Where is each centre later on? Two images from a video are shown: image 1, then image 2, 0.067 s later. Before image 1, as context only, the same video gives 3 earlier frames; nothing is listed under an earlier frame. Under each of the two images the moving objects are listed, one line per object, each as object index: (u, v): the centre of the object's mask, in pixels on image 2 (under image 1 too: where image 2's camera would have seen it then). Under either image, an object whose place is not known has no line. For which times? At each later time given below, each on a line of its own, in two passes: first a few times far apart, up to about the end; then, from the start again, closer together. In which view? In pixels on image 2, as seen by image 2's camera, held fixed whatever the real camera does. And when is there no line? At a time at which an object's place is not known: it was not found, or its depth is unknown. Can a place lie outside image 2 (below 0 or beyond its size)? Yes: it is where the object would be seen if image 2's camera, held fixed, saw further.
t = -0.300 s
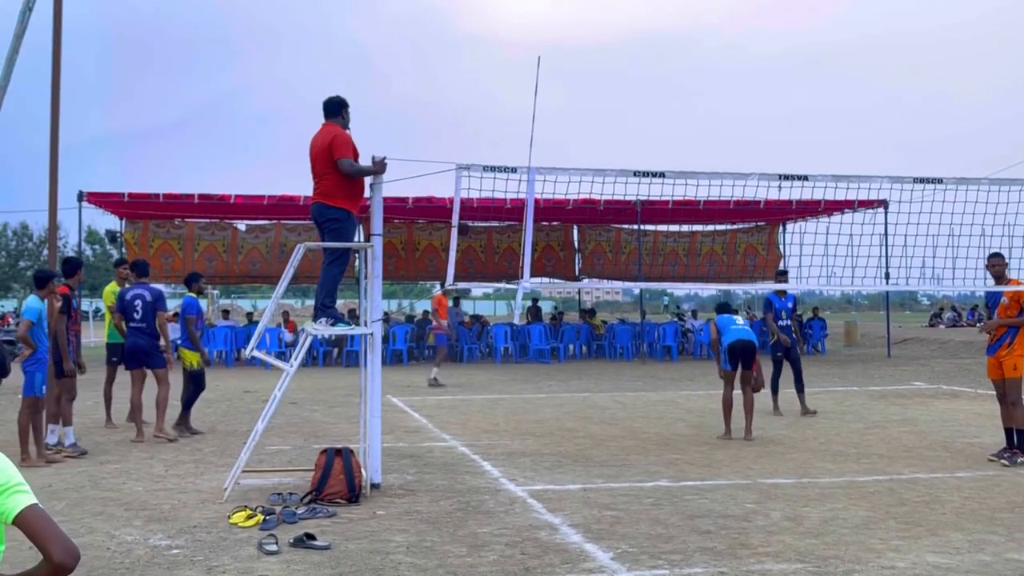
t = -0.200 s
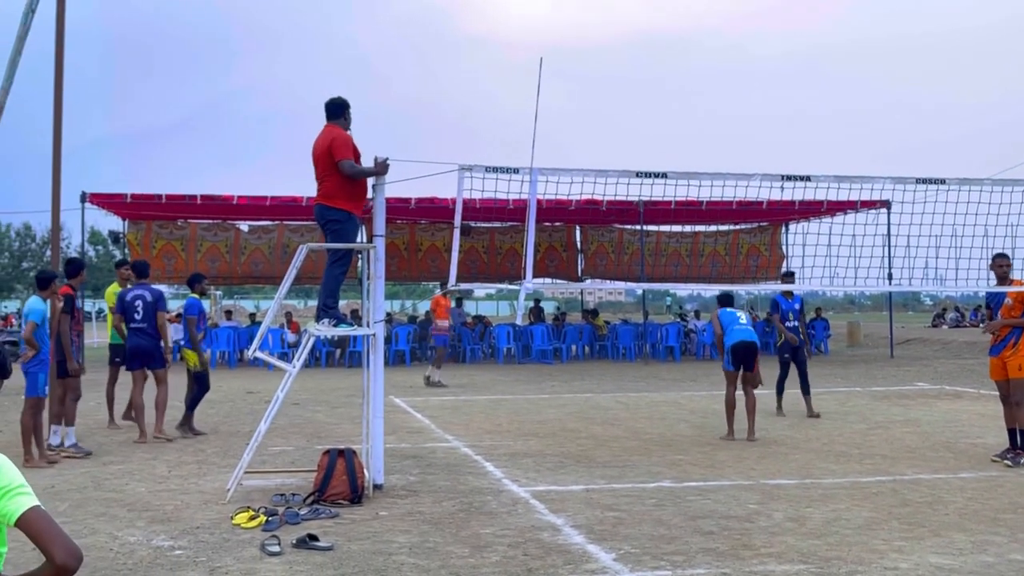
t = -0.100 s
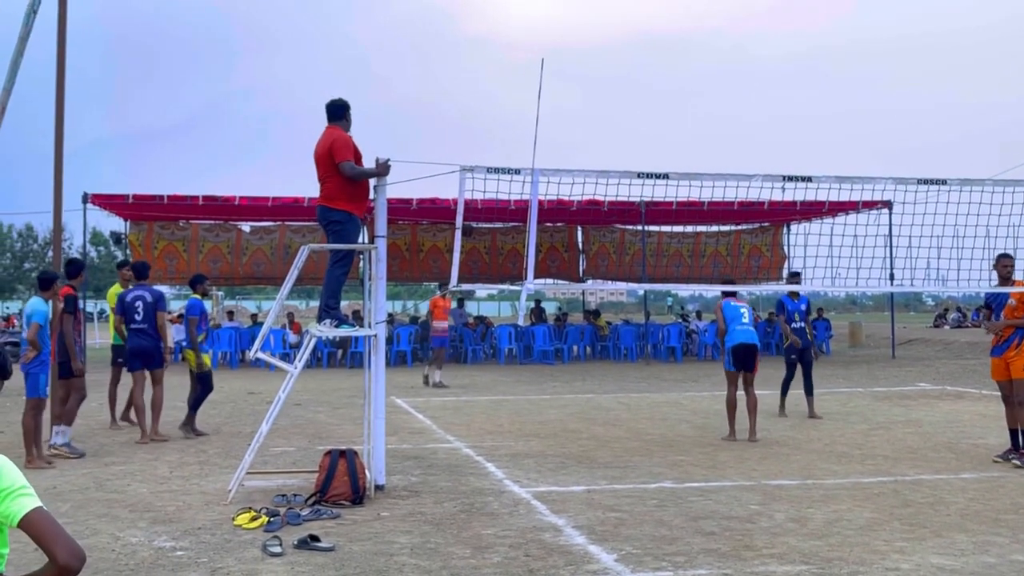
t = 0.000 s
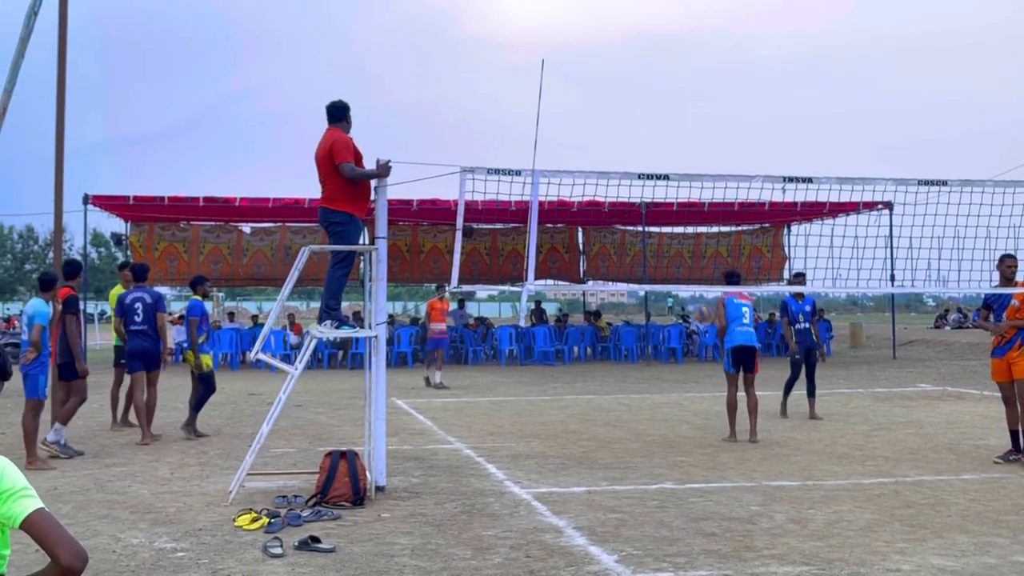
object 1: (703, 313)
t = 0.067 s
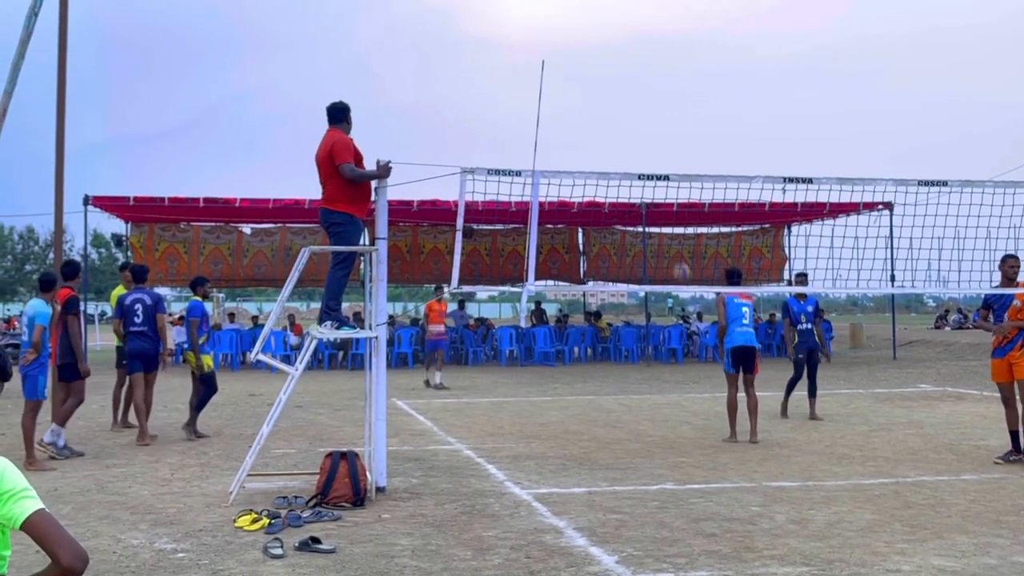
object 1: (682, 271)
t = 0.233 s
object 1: (635, 195)
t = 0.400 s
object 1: (594, 150)
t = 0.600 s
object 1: (552, 129)
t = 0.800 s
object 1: (516, 138)
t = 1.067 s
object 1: (475, 185)
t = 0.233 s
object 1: (635, 195)
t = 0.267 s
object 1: (626, 186)
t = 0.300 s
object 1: (619, 169)
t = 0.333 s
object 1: (610, 164)
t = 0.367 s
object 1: (602, 156)
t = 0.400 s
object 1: (594, 150)
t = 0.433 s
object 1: (587, 144)
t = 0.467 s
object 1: (580, 139)
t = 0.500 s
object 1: (572, 135)
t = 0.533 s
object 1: (565, 132)
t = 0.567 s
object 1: (559, 130)
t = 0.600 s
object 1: (552, 129)
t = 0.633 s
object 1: (546, 129)
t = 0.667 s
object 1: (539, 129)
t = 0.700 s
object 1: (533, 130)
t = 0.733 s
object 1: (527, 132)
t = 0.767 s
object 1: (521, 135)
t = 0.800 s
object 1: (516, 138)
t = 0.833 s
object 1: (510, 141)
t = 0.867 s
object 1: (505, 145)
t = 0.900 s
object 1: (499, 151)
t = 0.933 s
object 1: (494, 157)
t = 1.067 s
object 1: (475, 185)
